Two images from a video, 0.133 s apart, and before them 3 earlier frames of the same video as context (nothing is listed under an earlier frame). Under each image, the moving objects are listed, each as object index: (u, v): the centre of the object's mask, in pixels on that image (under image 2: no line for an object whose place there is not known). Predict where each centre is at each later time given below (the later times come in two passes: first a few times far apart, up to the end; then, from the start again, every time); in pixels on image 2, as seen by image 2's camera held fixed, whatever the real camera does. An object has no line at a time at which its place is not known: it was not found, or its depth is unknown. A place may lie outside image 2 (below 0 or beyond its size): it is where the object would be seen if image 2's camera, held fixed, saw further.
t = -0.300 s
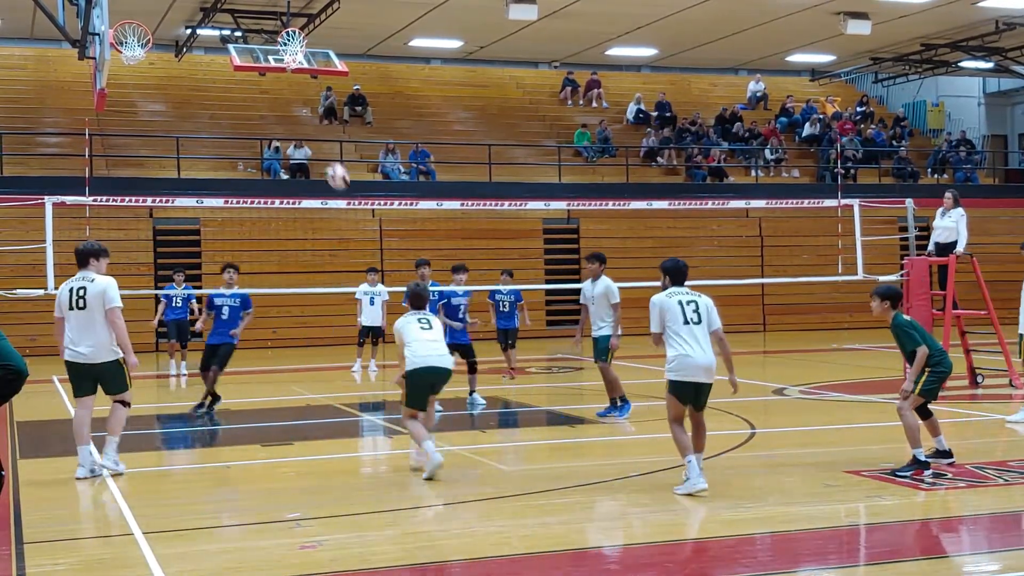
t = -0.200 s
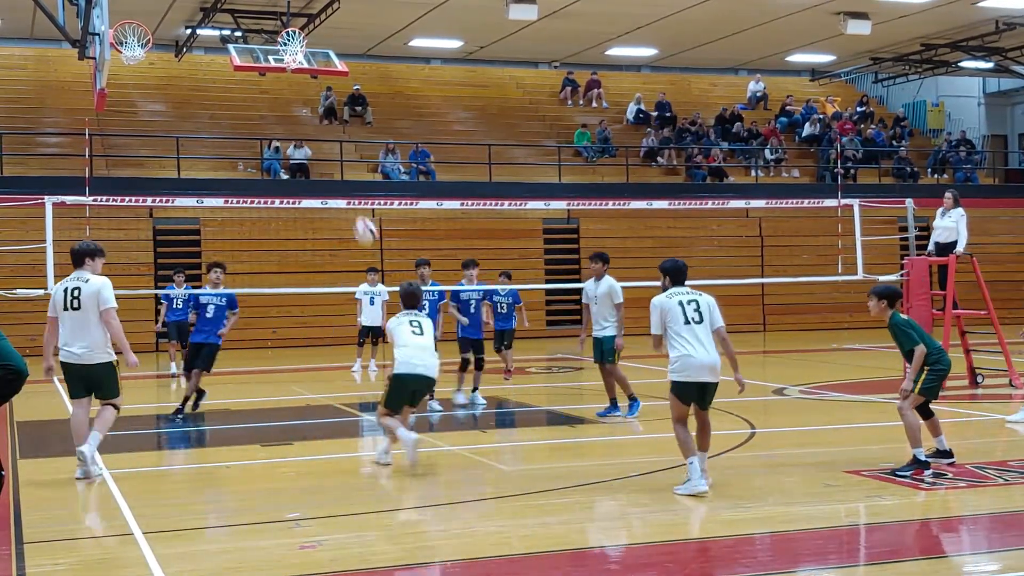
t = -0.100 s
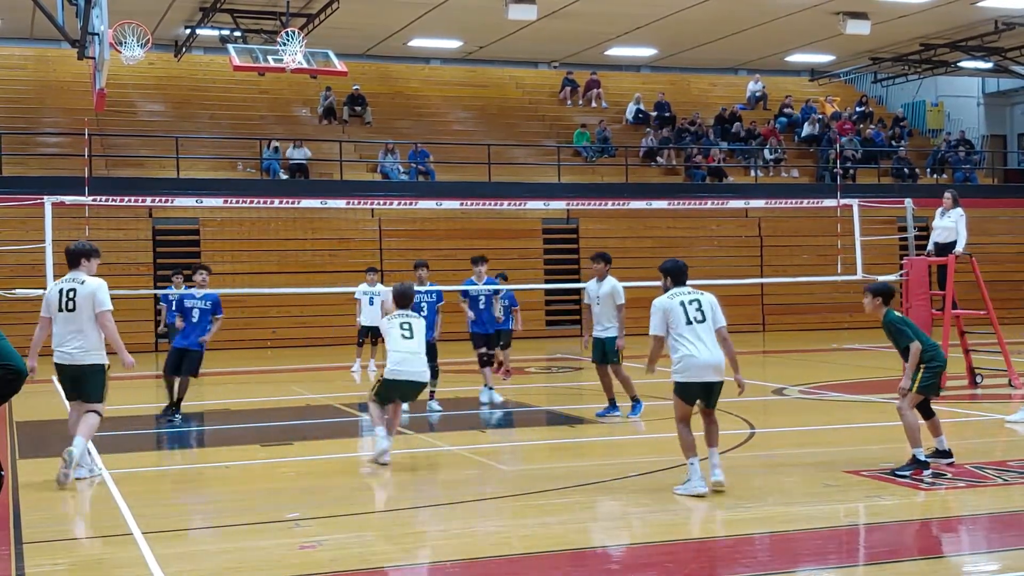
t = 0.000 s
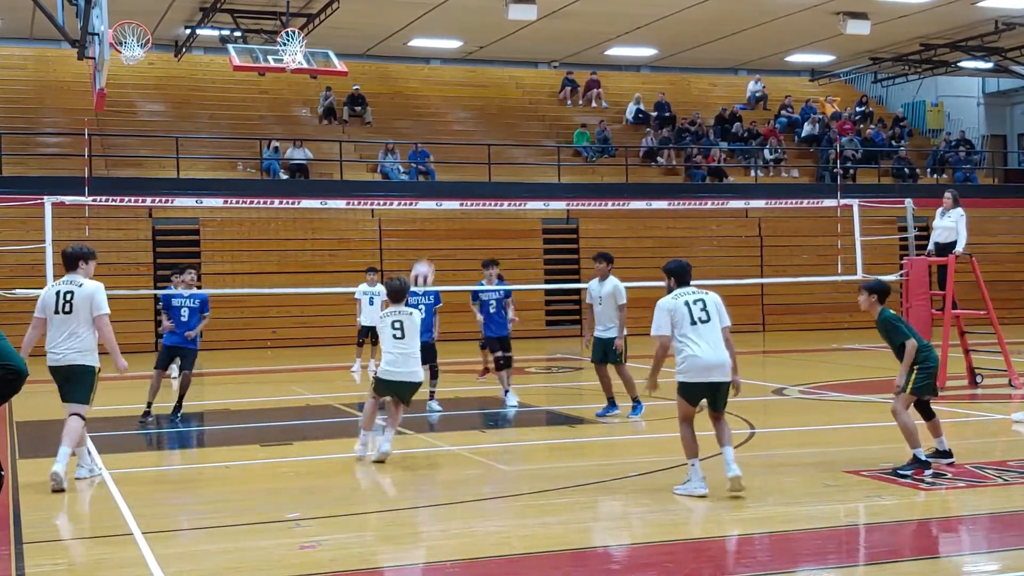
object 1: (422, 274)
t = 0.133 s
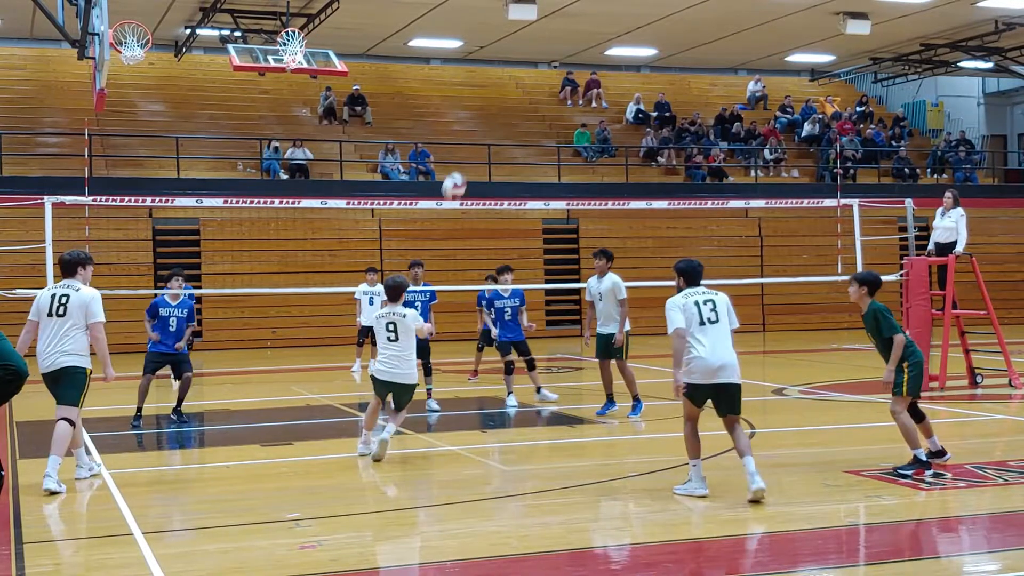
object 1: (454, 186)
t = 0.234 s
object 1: (478, 132)
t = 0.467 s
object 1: (529, 53)
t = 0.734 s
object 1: (584, 31)
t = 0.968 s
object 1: (630, 67)
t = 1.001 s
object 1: (636, 76)
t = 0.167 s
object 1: (462, 167)
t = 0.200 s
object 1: (469, 150)
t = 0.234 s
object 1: (478, 132)
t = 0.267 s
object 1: (485, 118)
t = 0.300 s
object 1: (492, 104)
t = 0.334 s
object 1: (499, 91)
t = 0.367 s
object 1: (507, 79)
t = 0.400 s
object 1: (514, 70)
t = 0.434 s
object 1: (522, 60)
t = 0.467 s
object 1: (529, 53)
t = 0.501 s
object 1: (536, 46)
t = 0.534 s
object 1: (543, 41)
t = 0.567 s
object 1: (550, 36)
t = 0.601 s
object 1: (557, 33)
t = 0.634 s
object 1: (564, 31)
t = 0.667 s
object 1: (571, 30)
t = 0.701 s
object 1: (577, 30)
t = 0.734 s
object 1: (584, 31)
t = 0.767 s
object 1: (590, 33)
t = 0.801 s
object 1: (597, 36)
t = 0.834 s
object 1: (603, 40)
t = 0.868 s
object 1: (610, 45)
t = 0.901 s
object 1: (616, 52)
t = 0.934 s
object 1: (623, 61)
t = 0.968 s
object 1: (630, 67)
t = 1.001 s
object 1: (636, 76)
